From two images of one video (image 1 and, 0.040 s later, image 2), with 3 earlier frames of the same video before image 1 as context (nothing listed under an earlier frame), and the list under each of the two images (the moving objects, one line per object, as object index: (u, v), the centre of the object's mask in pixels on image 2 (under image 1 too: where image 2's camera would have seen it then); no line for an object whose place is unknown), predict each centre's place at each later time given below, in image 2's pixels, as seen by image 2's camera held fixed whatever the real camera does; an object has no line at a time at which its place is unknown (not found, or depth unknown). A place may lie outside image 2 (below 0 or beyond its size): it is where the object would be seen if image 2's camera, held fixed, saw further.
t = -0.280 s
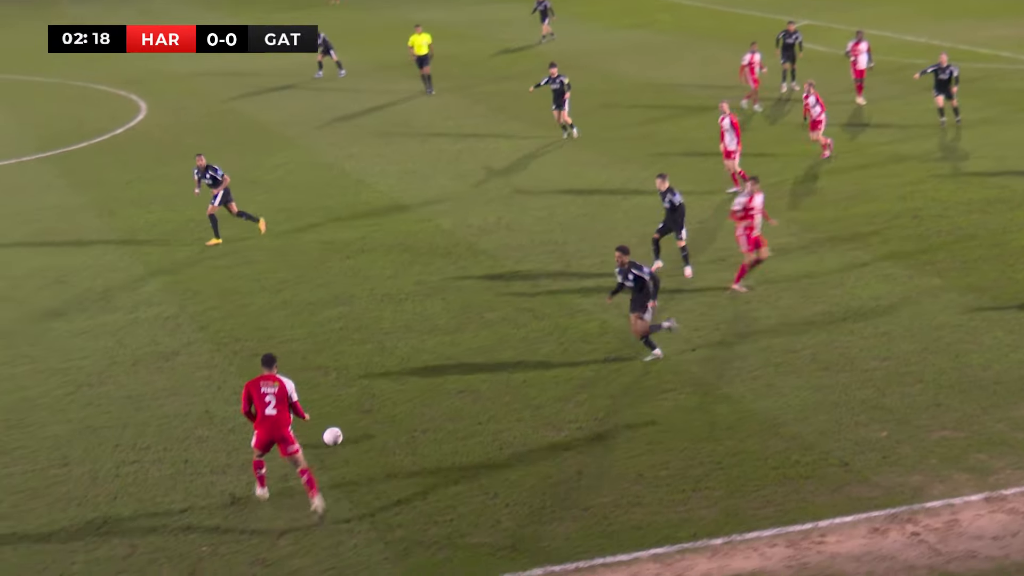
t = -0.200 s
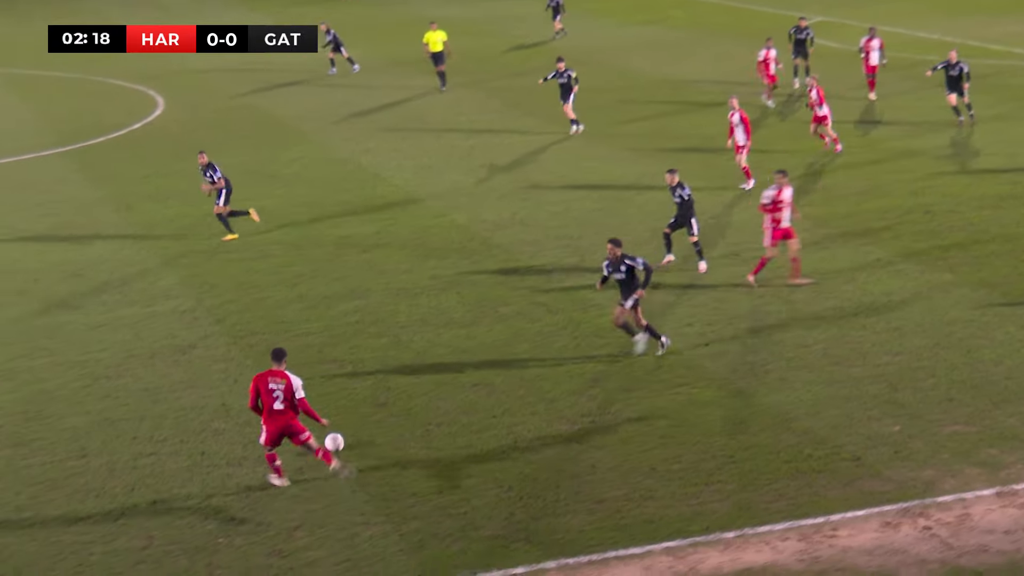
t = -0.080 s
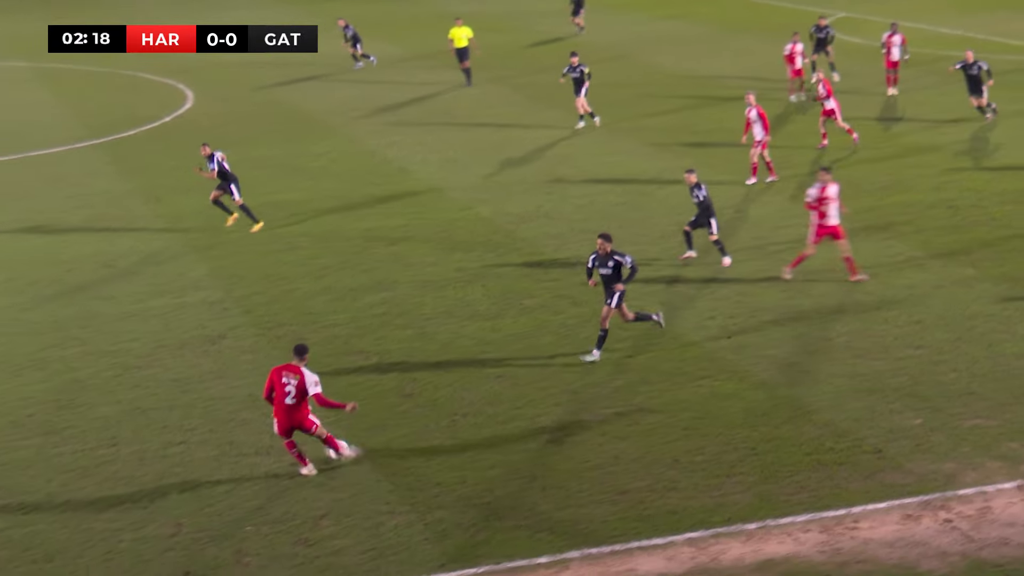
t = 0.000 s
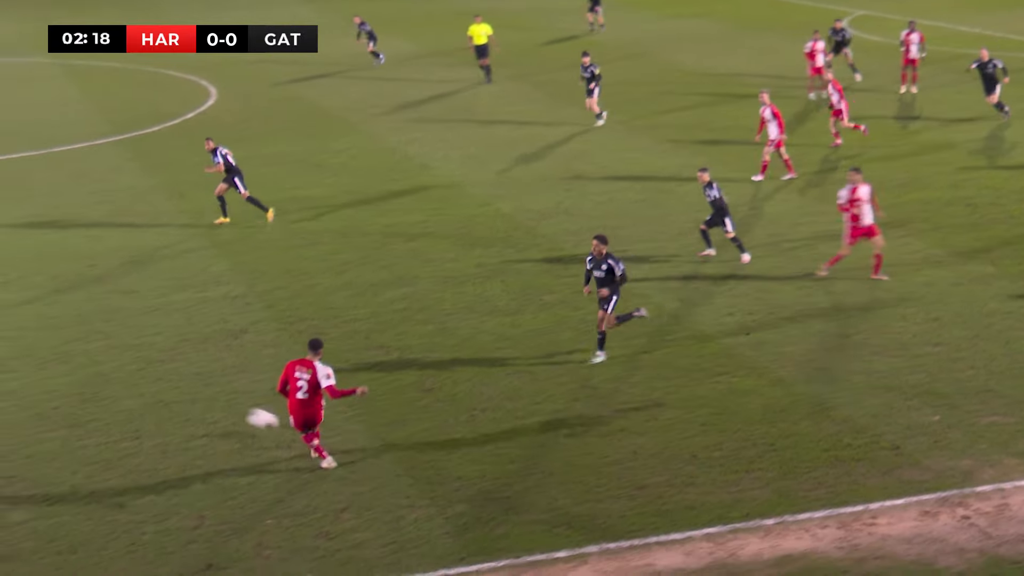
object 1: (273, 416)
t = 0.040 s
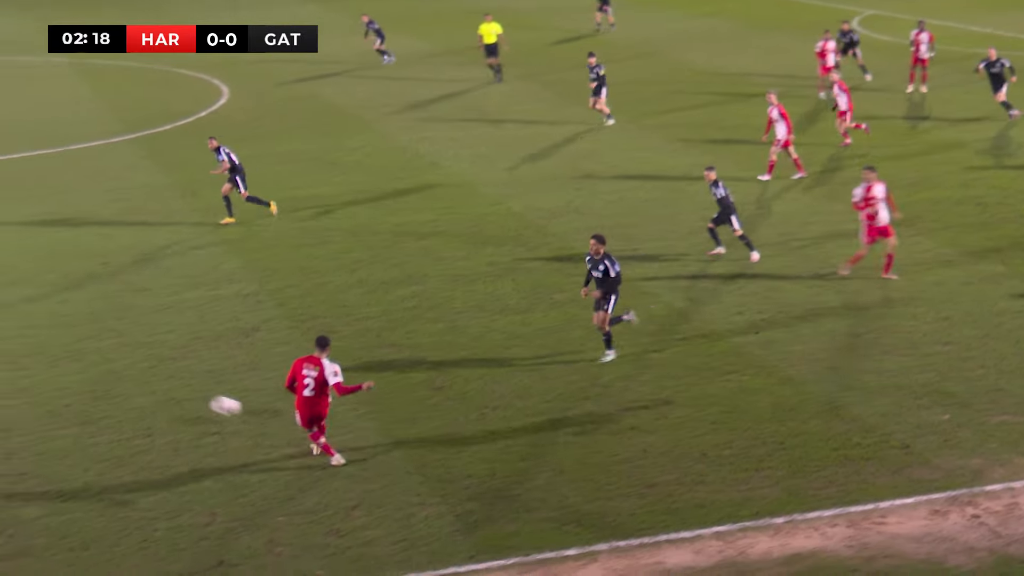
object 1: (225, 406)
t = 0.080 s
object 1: (180, 397)
